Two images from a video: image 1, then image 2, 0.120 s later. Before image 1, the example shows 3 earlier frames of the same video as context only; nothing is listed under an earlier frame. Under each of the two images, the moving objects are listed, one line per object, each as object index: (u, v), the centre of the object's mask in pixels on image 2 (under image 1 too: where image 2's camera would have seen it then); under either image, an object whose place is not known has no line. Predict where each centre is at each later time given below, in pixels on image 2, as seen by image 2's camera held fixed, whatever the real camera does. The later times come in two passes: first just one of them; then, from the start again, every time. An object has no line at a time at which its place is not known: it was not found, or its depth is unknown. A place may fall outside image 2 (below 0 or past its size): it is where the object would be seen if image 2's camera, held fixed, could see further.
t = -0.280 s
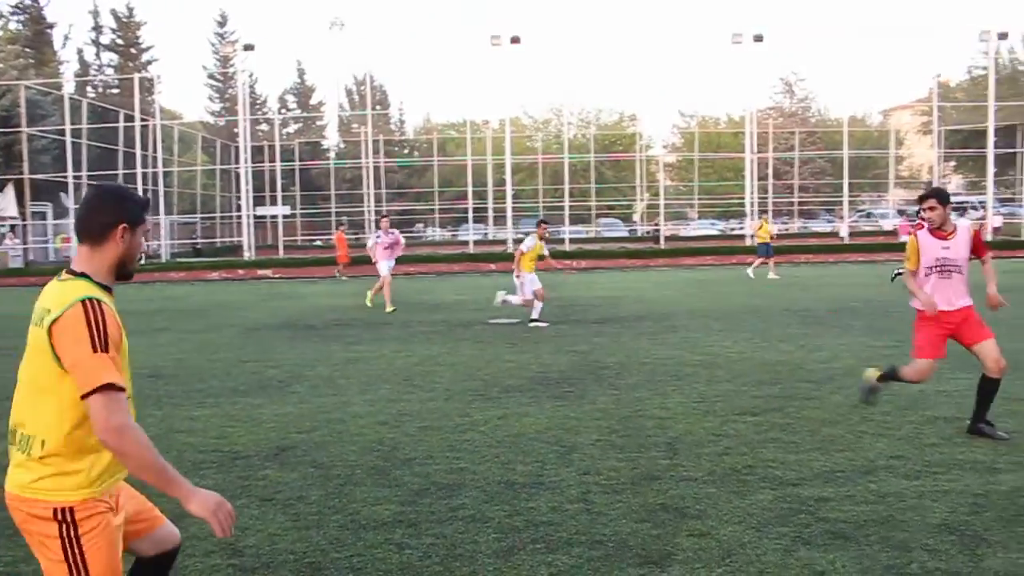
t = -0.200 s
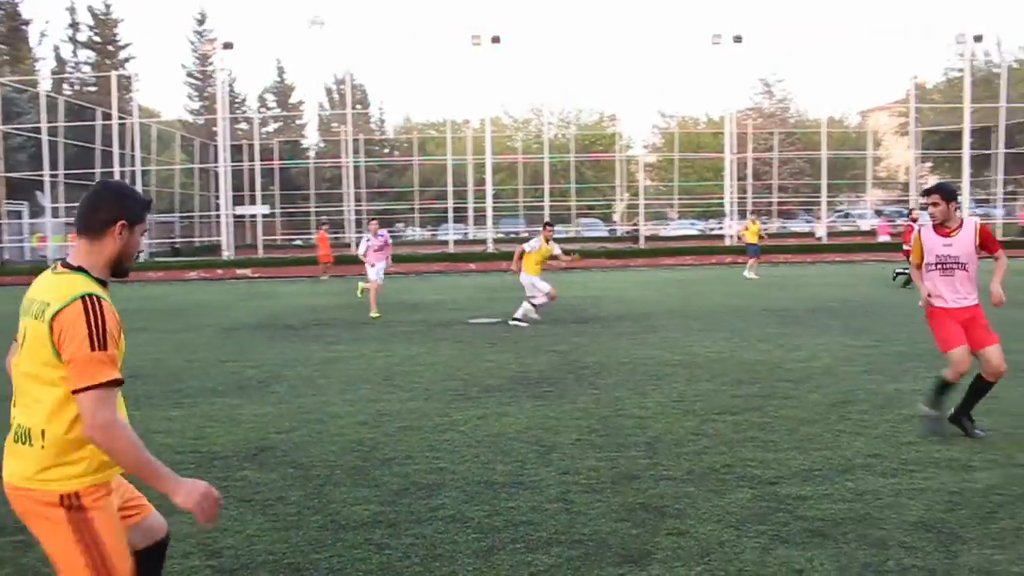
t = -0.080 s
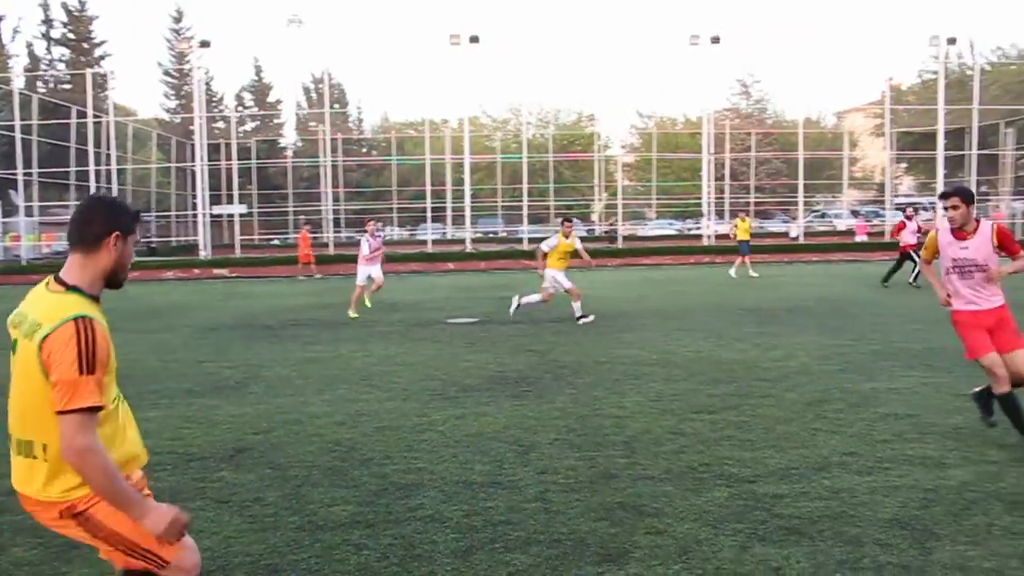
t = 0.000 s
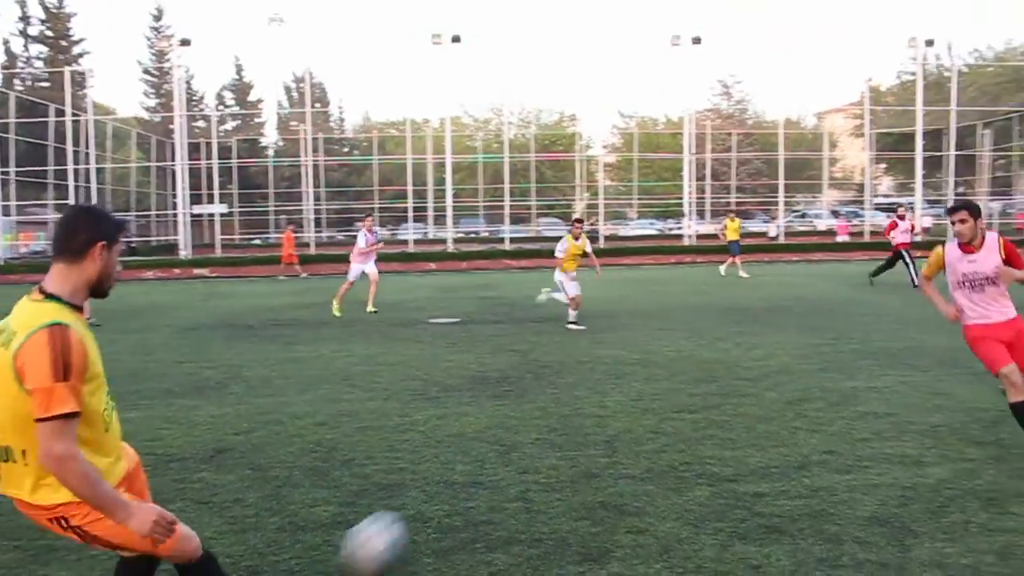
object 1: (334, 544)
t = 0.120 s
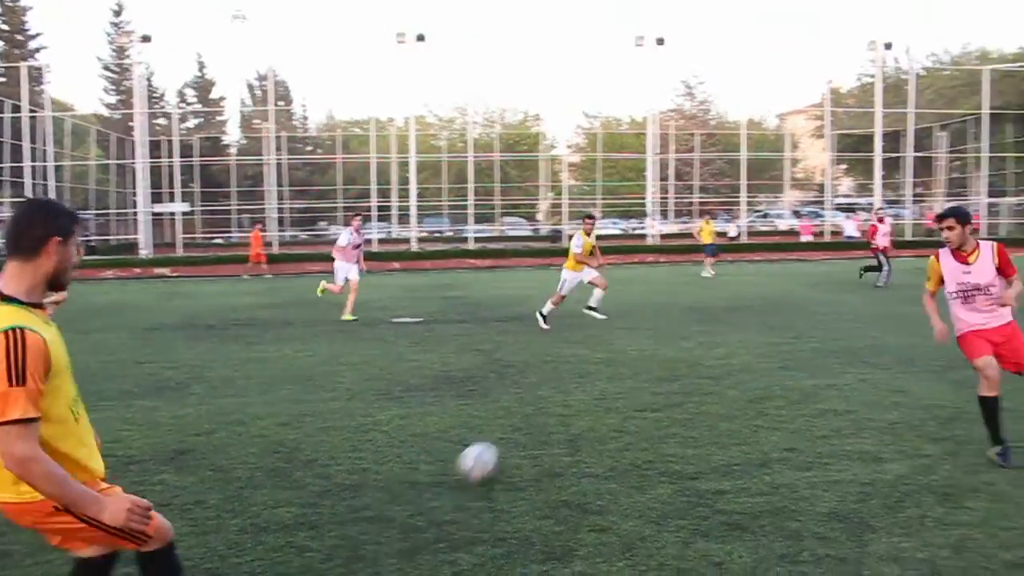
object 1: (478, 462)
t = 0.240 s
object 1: (547, 406)
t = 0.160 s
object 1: (505, 438)
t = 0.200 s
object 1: (527, 420)
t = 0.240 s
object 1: (547, 406)
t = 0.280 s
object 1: (564, 396)
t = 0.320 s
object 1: (579, 389)
